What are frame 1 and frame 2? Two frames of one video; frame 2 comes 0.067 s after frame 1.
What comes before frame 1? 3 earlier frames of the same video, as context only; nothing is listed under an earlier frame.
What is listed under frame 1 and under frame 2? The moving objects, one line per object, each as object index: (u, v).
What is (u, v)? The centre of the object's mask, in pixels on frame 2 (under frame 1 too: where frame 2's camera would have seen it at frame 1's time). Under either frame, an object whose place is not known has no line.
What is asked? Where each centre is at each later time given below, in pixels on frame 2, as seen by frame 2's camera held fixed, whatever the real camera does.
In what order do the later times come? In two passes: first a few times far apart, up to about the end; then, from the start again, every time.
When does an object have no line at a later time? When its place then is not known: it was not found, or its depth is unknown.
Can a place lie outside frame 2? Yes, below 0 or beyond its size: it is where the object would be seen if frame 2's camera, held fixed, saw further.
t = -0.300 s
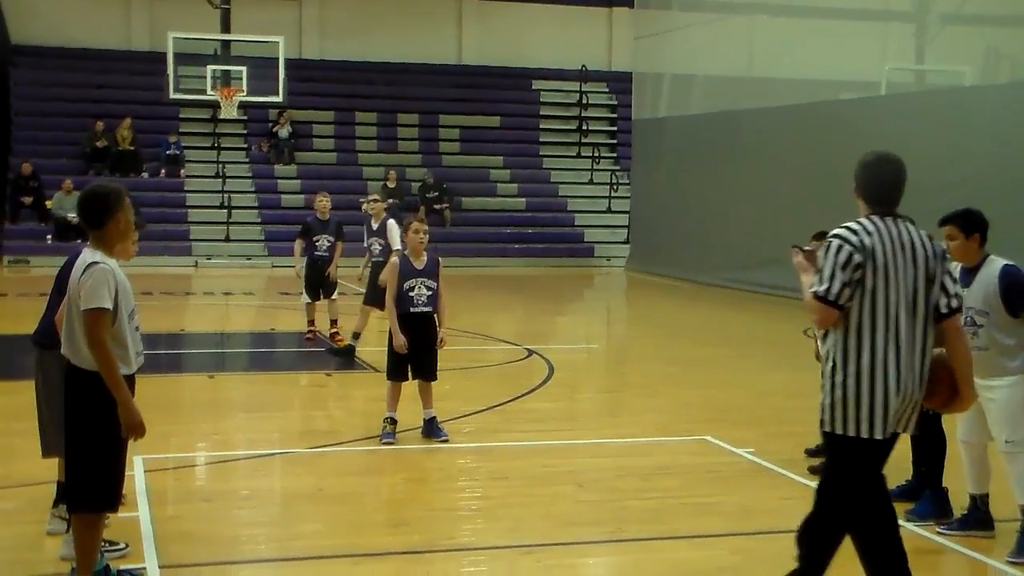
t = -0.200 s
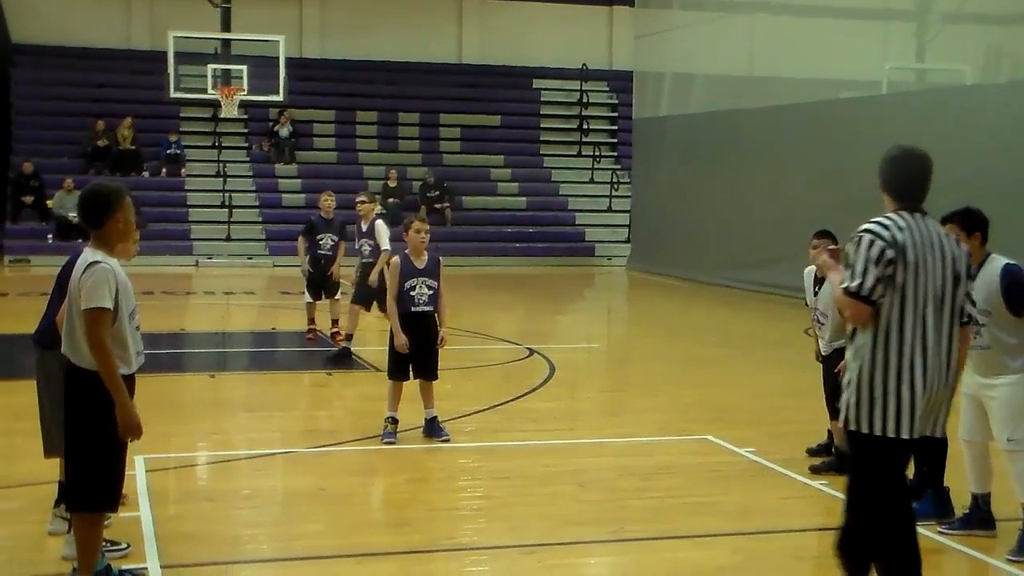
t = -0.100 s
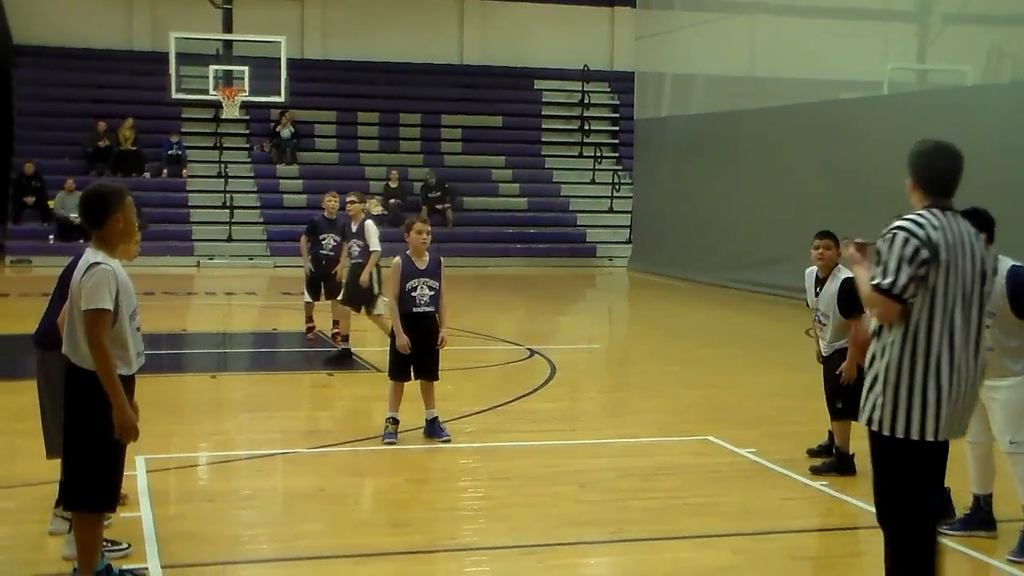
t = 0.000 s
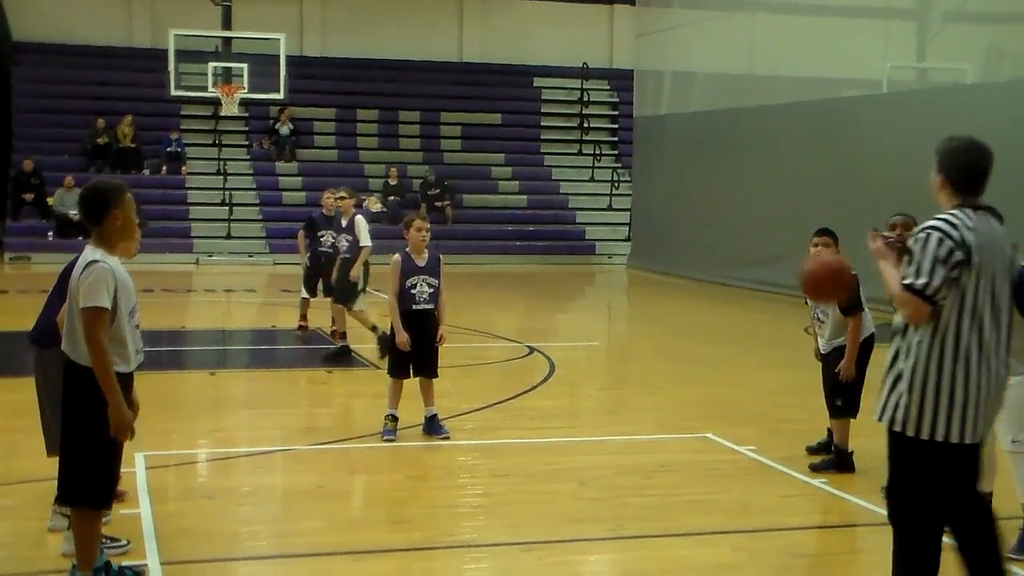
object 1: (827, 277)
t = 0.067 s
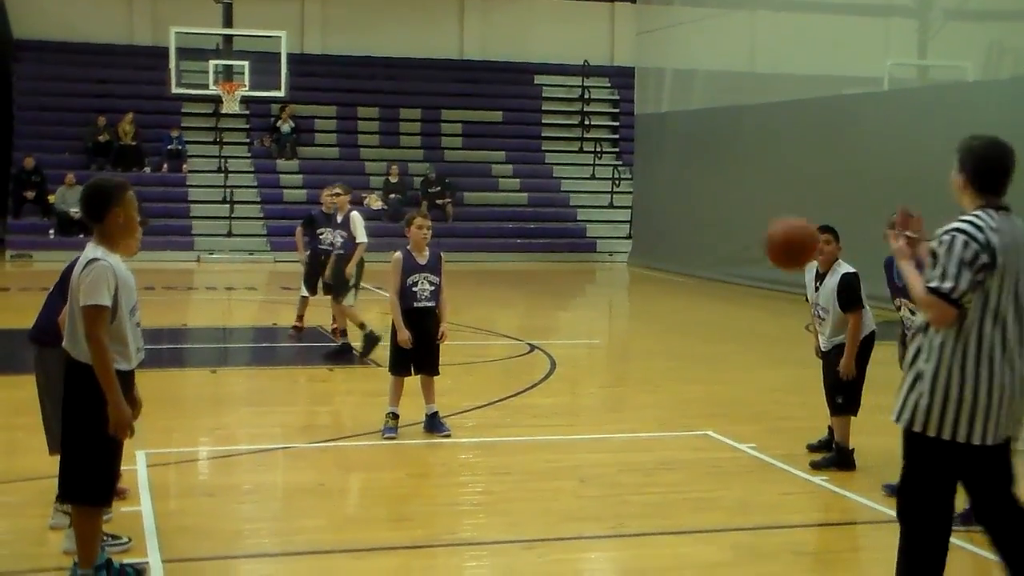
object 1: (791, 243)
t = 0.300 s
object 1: (677, 215)
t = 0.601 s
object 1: (555, 339)
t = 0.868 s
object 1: (475, 388)
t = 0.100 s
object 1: (774, 232)
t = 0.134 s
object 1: (758, 222)
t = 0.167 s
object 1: (741, 216)
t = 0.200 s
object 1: (725, 212)
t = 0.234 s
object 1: (708, 211)
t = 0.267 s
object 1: (693, 212)
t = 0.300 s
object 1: (677, 215)
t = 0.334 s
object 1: (663, 221)
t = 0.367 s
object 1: (649, 228)
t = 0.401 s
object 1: (636, 238)
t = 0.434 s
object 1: (620, 252)
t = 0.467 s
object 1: (606, 265)
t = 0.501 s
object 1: (593, 281)
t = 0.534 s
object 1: (581, 298)
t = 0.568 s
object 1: (567, 318)
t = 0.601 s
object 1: (555, 339)
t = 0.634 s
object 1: (542, 362)
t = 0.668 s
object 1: (530, 385)
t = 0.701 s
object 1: (518, 411)
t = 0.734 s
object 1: (507, 438)
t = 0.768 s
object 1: (496, 460)
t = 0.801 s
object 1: (489, 434)
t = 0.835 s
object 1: (482, 409)
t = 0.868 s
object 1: (475, 388)
